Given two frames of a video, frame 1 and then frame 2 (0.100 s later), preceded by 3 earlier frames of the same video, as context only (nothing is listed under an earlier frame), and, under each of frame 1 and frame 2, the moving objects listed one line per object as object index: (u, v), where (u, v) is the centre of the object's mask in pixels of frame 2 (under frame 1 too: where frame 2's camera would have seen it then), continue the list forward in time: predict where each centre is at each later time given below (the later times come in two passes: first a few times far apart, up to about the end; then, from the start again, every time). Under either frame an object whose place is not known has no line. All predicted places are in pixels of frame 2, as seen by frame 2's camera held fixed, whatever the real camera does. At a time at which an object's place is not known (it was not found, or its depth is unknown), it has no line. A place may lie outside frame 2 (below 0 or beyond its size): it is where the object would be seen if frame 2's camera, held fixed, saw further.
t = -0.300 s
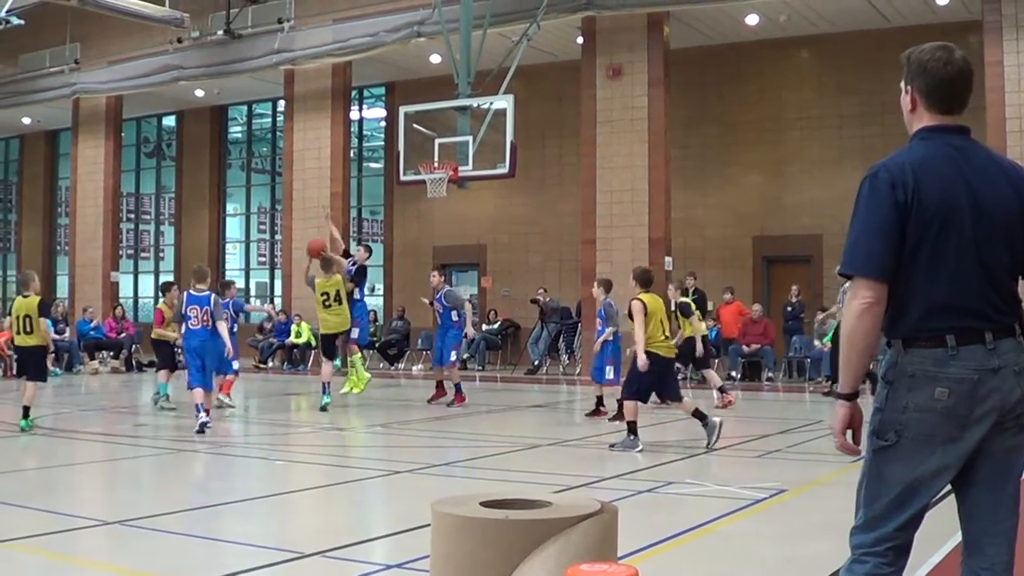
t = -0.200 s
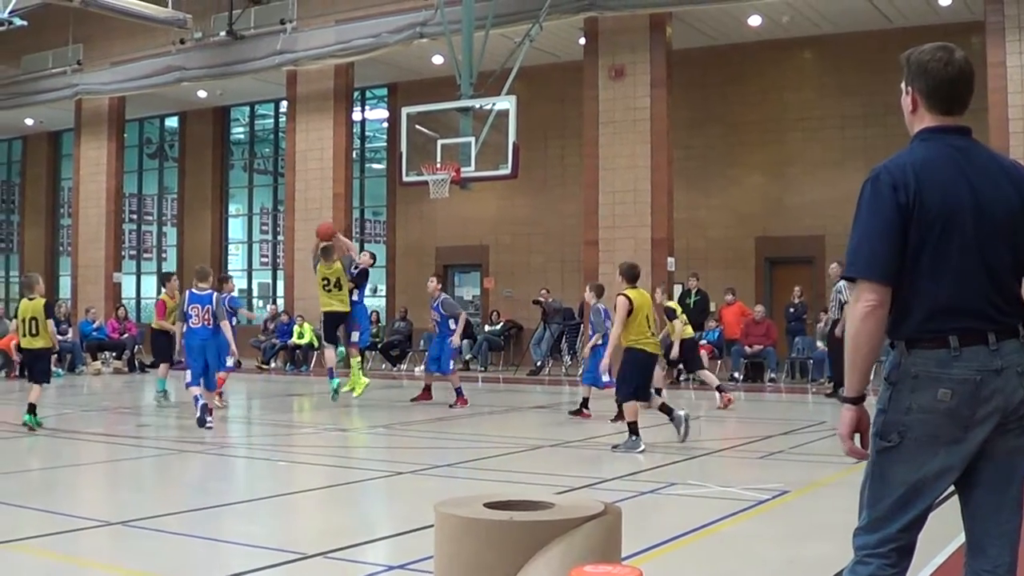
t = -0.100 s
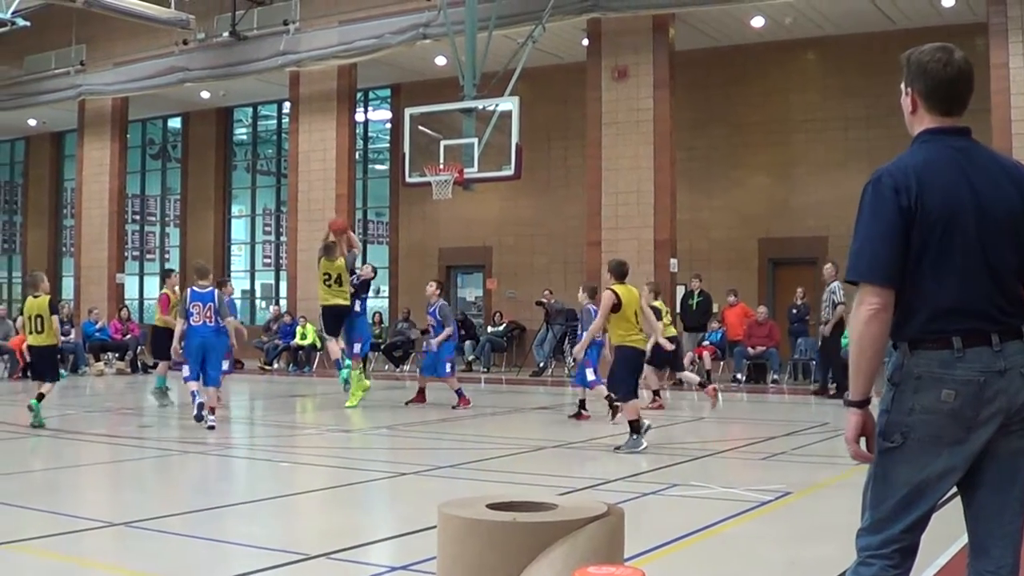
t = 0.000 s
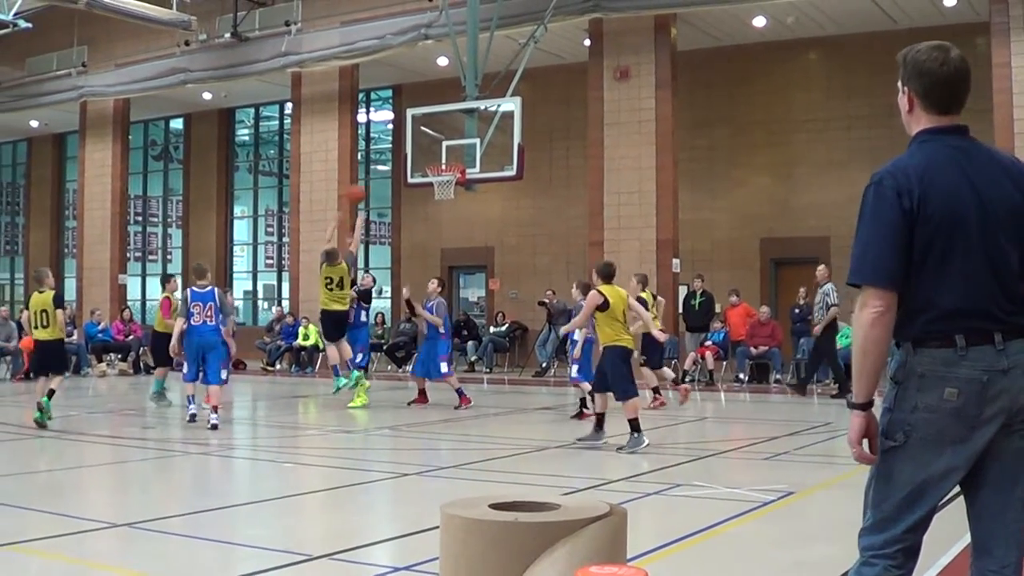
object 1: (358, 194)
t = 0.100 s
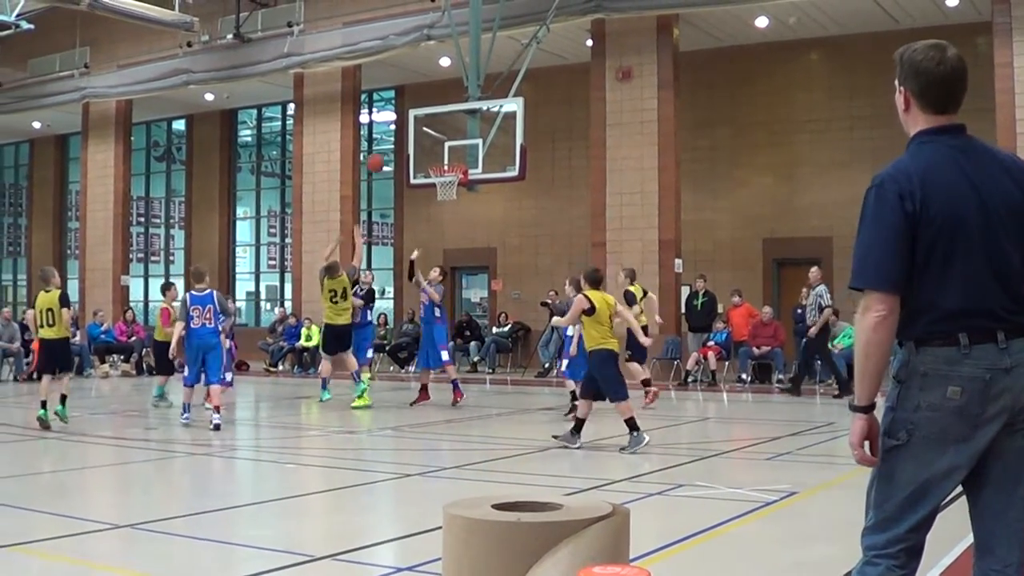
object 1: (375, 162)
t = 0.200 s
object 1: (391, 140)
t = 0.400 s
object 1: (420, 121)
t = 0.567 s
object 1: (443, 128)
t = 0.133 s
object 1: (380, 154)
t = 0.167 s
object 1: (386, 147)
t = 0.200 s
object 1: (391, 140)
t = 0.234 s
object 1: (396, 135)
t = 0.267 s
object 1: (401, 129)
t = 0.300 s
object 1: (405, 127)
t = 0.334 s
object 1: (411, 123)
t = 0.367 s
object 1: (415, 121)
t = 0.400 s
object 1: (420, 121)
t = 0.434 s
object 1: (426, 121)
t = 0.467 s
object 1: (428, 120)
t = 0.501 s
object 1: (434, 121)
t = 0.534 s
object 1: (438, 123)
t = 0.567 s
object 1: (443, 128)
